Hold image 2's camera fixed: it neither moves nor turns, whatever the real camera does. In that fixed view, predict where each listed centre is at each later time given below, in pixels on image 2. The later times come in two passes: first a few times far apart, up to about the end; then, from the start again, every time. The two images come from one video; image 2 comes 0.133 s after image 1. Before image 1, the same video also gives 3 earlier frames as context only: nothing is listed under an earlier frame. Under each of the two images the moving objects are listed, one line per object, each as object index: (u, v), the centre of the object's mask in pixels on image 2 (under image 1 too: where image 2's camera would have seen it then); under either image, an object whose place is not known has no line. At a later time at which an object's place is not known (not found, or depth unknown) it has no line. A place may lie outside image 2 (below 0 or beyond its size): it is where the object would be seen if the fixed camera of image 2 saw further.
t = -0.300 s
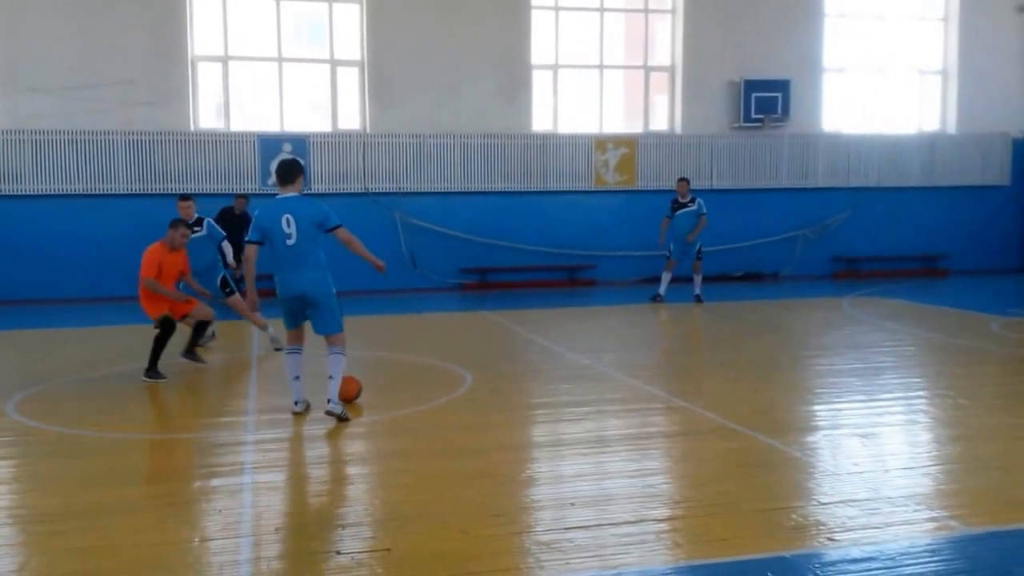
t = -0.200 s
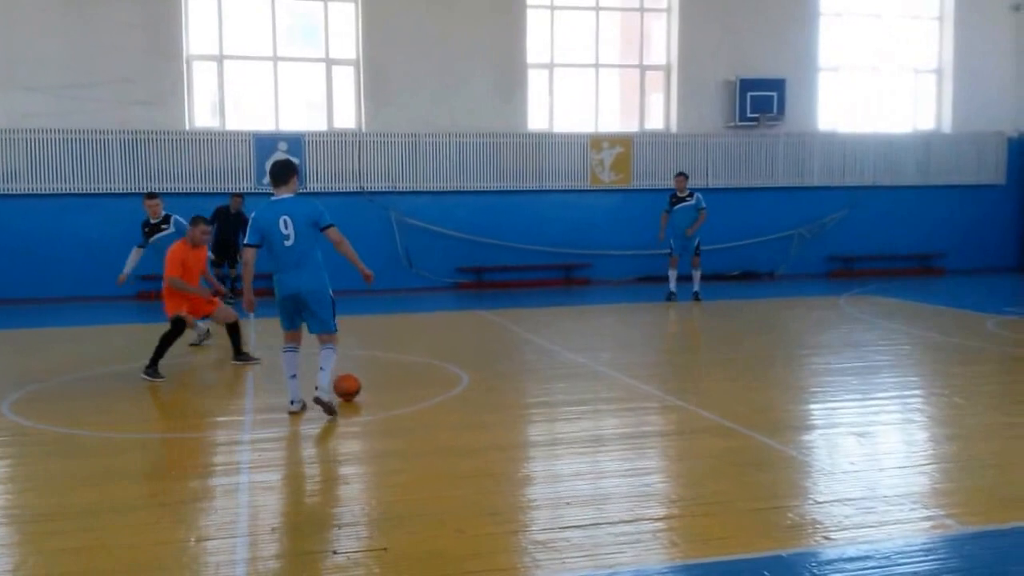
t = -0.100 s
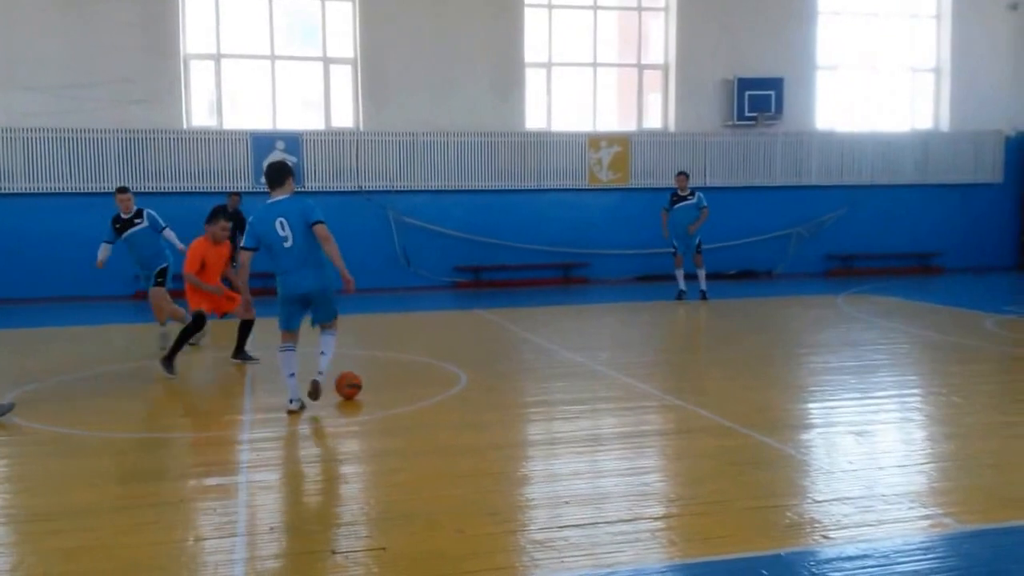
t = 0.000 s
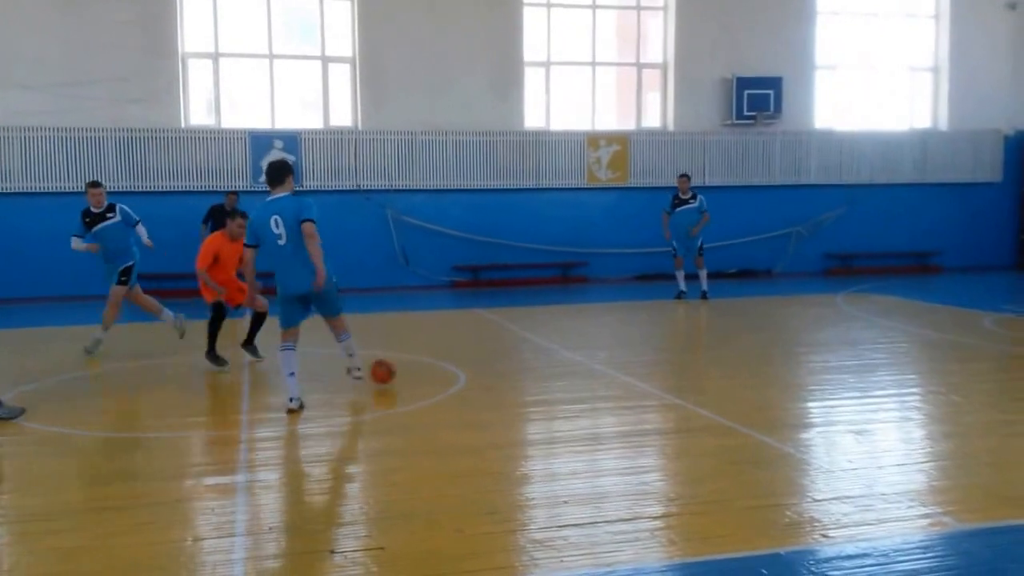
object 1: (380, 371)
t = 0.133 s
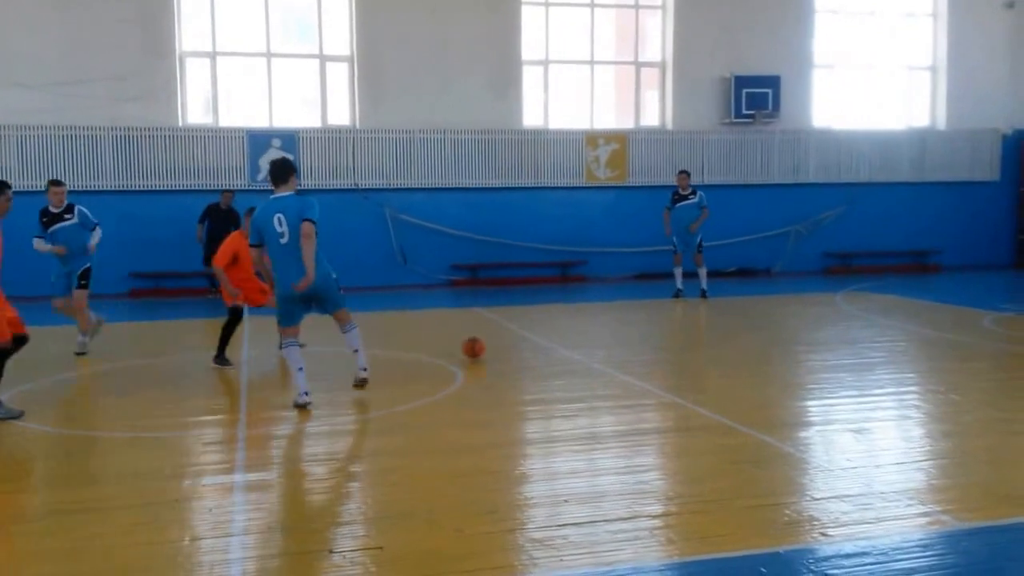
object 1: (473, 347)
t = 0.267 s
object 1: (537, 328)
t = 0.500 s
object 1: (611, 308)
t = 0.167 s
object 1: (491, 343)
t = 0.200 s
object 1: (508, 337)
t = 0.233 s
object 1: (522, 332)
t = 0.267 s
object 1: (537, 328)
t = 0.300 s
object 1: (550, 326)
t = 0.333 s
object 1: (563, 322)
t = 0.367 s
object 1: (573, 318)
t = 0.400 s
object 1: (584, 316)
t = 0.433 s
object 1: (593, 312)
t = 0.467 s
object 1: (602, 310)
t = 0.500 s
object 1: (611, 308)
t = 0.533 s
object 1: (619, 304)
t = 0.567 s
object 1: (627, 302)
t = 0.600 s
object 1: (634, 301)
